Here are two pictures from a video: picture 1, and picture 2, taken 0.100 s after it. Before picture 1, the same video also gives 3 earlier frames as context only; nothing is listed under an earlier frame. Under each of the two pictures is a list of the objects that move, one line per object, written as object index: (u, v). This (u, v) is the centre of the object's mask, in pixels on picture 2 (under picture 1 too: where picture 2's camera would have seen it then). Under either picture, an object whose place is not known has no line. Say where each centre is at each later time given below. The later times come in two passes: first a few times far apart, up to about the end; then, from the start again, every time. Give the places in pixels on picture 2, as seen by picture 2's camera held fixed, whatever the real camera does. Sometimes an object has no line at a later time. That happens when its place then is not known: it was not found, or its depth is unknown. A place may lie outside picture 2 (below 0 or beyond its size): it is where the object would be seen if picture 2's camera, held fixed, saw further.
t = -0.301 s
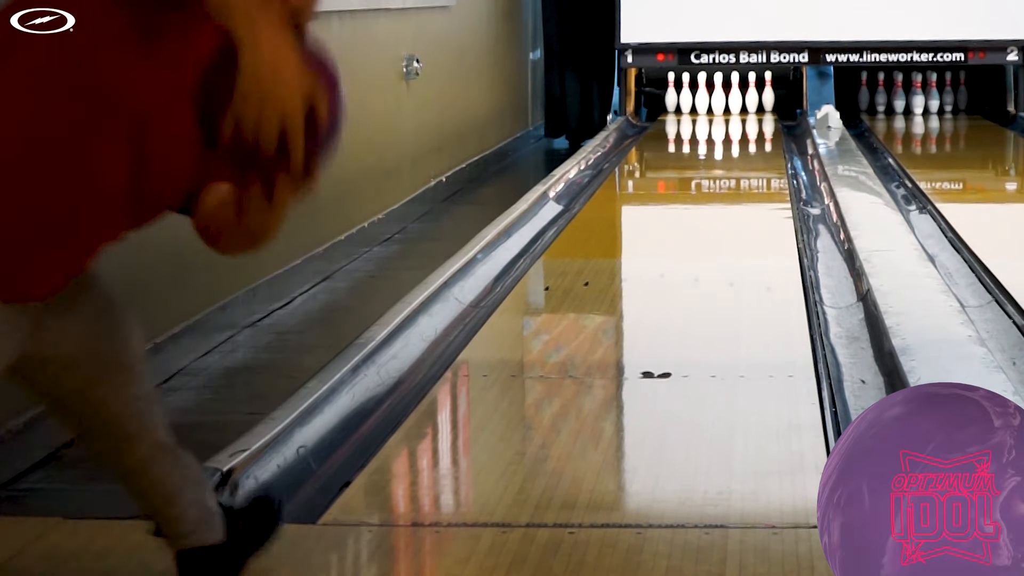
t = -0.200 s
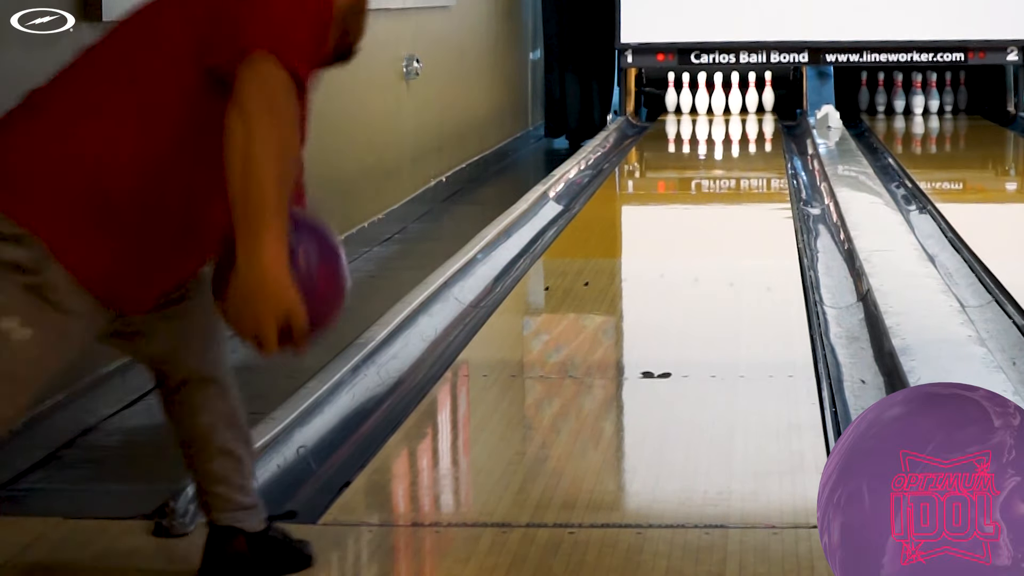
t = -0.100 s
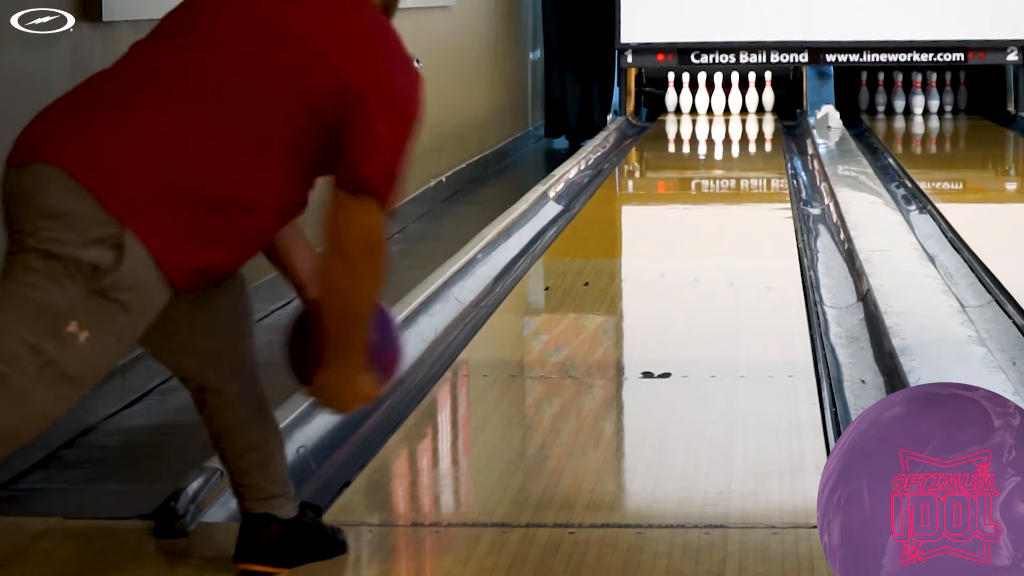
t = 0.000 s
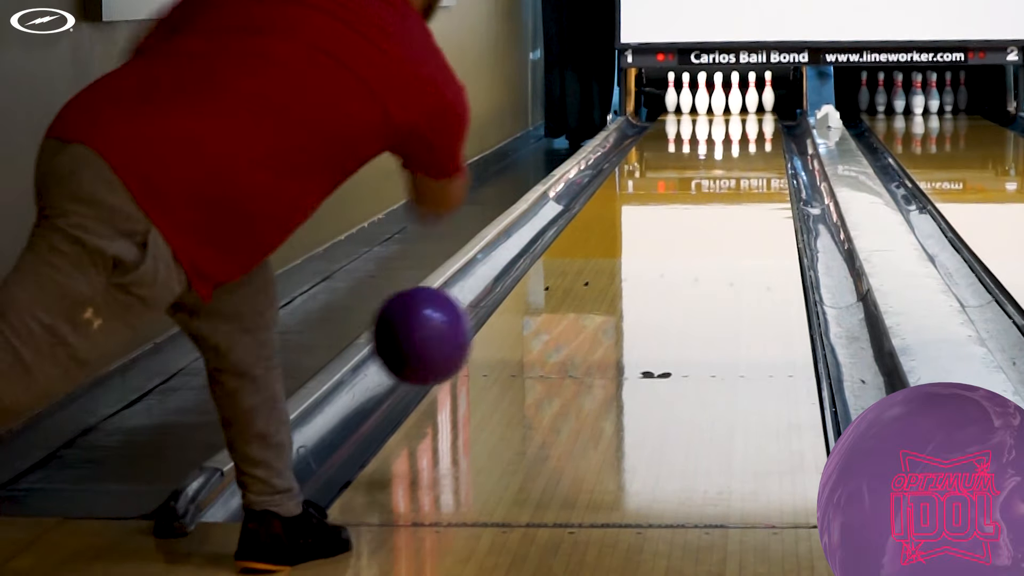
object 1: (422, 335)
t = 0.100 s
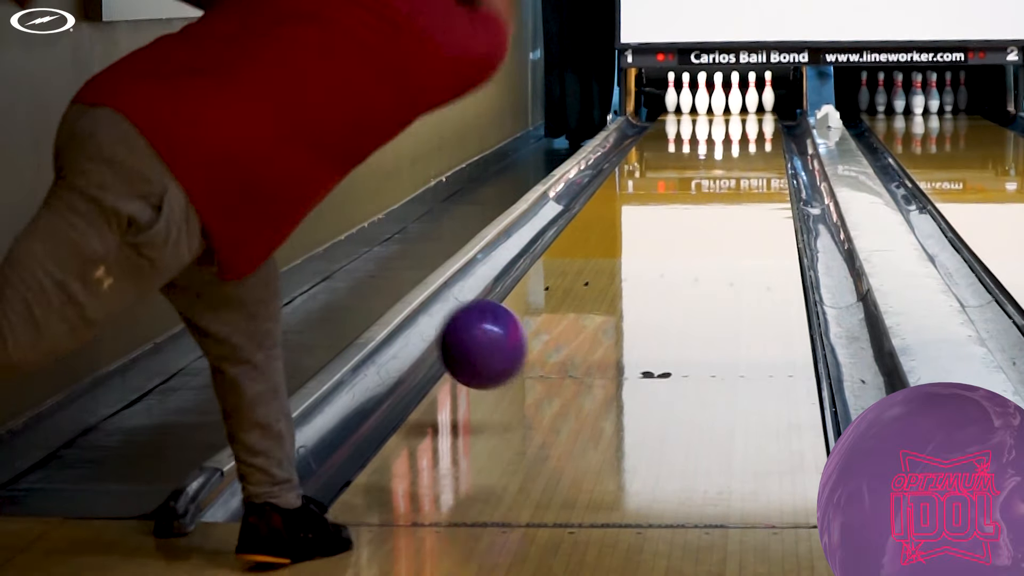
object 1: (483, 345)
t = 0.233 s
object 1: (544, 337)
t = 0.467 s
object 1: (616, 273)
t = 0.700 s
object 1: (665, 227)
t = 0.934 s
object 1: (698, 196)
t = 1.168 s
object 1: (722, 171)
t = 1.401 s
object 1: (740, 152)
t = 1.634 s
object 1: (752, 138)
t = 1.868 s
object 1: (755, 126)
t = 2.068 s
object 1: (750, 117)
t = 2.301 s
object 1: (736, 110)
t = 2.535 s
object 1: (725, 103)
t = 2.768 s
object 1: (724, 100)
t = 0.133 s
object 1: (500, 355)
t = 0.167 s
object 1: (515, 366)
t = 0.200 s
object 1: (530, 349)
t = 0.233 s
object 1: (544, 337)
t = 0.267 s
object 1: (556, 329)
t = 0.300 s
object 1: (568, 318)
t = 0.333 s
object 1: (579, 307)
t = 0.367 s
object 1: (589, 298)
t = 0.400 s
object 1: (599, 289)
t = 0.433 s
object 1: (608, 281)
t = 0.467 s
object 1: (616, 273)
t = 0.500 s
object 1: (624, 265)
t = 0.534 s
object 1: (632, 258)
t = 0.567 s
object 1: (639, 251)
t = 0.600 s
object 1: (647, 245)
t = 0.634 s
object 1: (653, 239)
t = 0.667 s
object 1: (659, 233)
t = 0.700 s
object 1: (665, 227)
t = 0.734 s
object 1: (670, 222)
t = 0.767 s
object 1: (676, 217)
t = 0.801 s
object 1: (681, 212)
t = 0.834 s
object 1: (685, 208)
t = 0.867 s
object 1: (690, 204)
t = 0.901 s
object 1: (694, 200)
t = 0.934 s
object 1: (698, 196)
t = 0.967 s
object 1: (702, 192)
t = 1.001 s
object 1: (706, 188)
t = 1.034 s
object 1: (710, 184)
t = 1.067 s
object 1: (713, 181)
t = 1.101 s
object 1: (717, 178)
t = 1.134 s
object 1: (720, 175)
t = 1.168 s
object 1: (722, 171)
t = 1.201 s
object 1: (725, 168)
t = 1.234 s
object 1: (728, 165)
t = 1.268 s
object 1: (731, 162)
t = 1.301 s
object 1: (733, 160)
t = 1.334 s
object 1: (736, 157)
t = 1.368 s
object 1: (738, 155)
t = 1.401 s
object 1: (740, 152)
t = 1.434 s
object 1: (742, 150)
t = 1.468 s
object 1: (744, 148)
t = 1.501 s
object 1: (746, 145)
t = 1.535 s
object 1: (748, 143)
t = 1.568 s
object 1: (749, 141)
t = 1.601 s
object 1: (751, 140)
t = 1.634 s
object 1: (752, 138)
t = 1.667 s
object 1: (753, 136)
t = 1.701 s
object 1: (754, 134)
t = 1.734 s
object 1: (755, 132)
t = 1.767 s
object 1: (755, 130)
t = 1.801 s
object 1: (756, 129)
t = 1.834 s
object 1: (756, 127)
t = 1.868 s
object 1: (755, 126)
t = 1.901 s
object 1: (755, 124)
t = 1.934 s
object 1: (754, 123)
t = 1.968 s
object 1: (754, 121)
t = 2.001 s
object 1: (753, 119)
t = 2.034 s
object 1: (752, 118)
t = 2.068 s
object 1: (750, 117)
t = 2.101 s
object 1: (749, 116)
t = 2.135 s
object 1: (747, 115)
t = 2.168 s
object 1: (745, 114)
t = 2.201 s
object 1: (743, 113)
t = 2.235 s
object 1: (740, 112)
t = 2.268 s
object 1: (738, 111)
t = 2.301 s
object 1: (736, 110)
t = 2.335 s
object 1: (734, 109)
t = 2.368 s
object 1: (732, 107)
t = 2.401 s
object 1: (730, 107)
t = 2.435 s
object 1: (727, 105)
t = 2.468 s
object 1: (725, 104)
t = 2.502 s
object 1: (726, 104)
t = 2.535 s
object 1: (725, 103)
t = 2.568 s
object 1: (724, 103)
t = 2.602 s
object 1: (725, 102)
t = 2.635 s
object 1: (725, 102)
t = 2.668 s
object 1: (725, 101)
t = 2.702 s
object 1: (725, 101)
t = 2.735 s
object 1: (724, 100)
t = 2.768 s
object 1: (724, 100)
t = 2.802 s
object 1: (723, 100)
